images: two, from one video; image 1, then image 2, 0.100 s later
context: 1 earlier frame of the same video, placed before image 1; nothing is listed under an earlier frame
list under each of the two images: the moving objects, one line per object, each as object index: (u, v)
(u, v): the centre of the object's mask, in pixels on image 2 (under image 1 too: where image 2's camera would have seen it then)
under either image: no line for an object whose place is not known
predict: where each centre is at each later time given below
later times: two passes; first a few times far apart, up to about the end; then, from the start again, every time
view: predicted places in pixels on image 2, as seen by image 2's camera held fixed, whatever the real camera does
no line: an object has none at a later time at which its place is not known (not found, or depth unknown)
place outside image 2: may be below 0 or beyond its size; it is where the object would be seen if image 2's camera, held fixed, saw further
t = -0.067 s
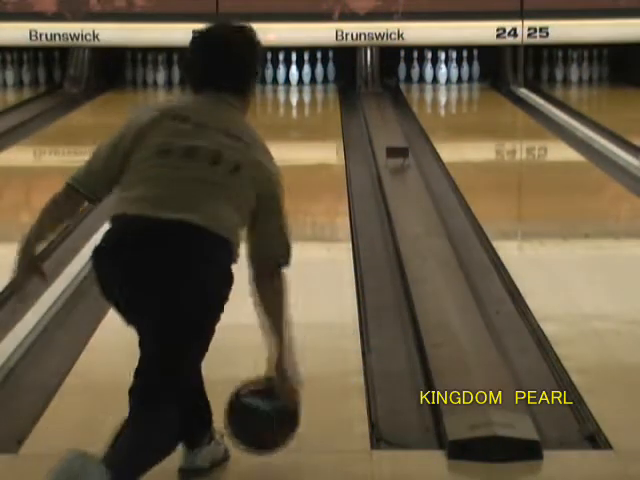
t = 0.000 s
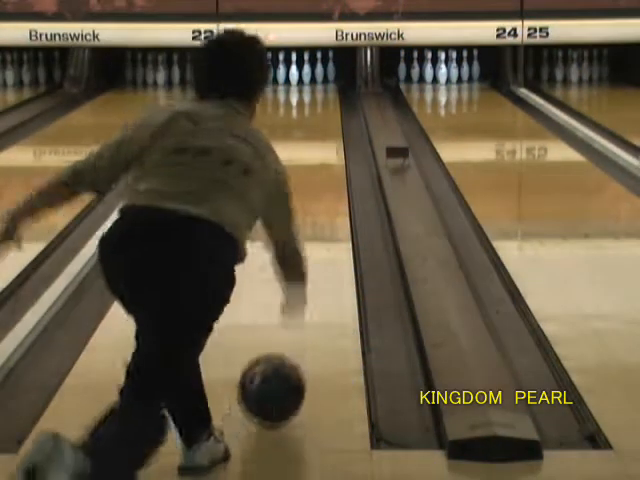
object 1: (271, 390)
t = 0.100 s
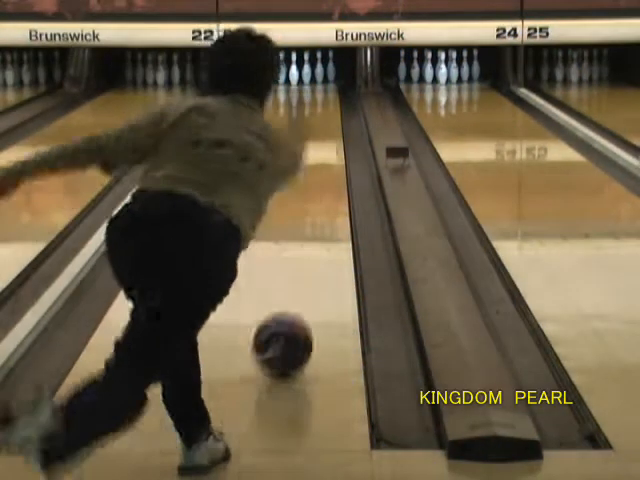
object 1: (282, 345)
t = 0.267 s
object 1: (296, 286)
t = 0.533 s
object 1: (310, 221)
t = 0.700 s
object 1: (316, 194)
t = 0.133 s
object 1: (286, 332)
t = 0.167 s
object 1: (288, 319)
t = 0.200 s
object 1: (291, 307)
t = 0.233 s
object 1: (294, 296)
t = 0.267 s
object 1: (296, 286)
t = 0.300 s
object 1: (298, 276)
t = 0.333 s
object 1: (300, 267)
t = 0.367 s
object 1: (302, 258)
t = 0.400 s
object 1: (304, 250)
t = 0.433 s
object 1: (306, 242)
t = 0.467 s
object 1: (308, 235)
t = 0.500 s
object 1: (309, 228)
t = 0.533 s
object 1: (310, 221)
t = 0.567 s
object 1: (312, 215)
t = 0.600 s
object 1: (313, 210)
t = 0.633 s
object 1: (314, 204)
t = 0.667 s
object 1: (316, 199)
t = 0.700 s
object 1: (316, 194)
